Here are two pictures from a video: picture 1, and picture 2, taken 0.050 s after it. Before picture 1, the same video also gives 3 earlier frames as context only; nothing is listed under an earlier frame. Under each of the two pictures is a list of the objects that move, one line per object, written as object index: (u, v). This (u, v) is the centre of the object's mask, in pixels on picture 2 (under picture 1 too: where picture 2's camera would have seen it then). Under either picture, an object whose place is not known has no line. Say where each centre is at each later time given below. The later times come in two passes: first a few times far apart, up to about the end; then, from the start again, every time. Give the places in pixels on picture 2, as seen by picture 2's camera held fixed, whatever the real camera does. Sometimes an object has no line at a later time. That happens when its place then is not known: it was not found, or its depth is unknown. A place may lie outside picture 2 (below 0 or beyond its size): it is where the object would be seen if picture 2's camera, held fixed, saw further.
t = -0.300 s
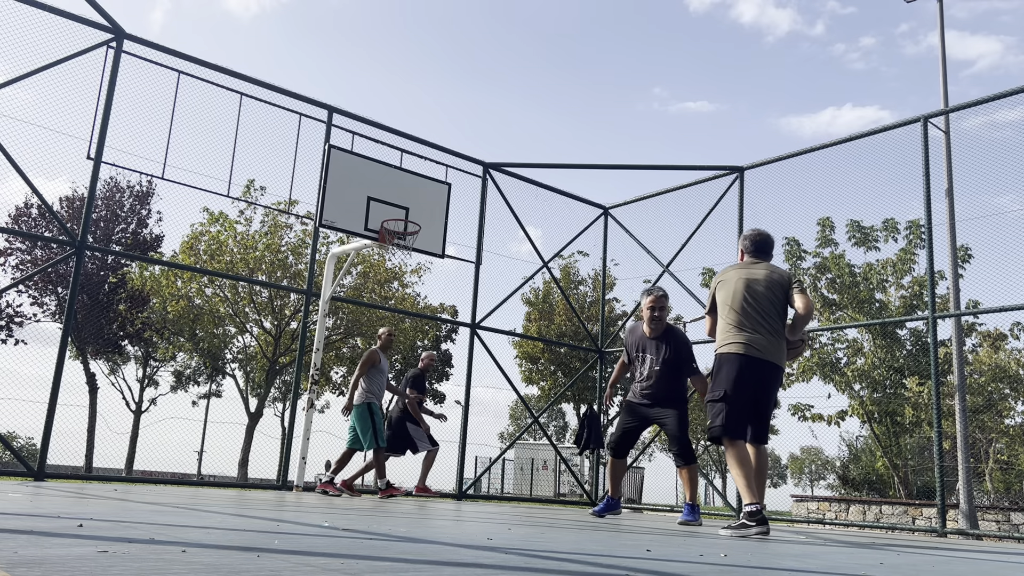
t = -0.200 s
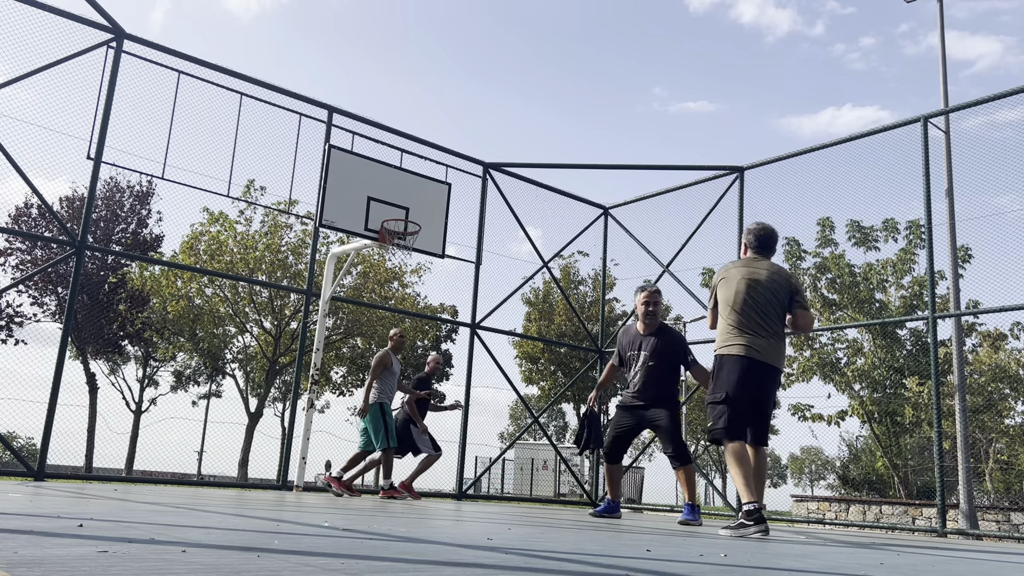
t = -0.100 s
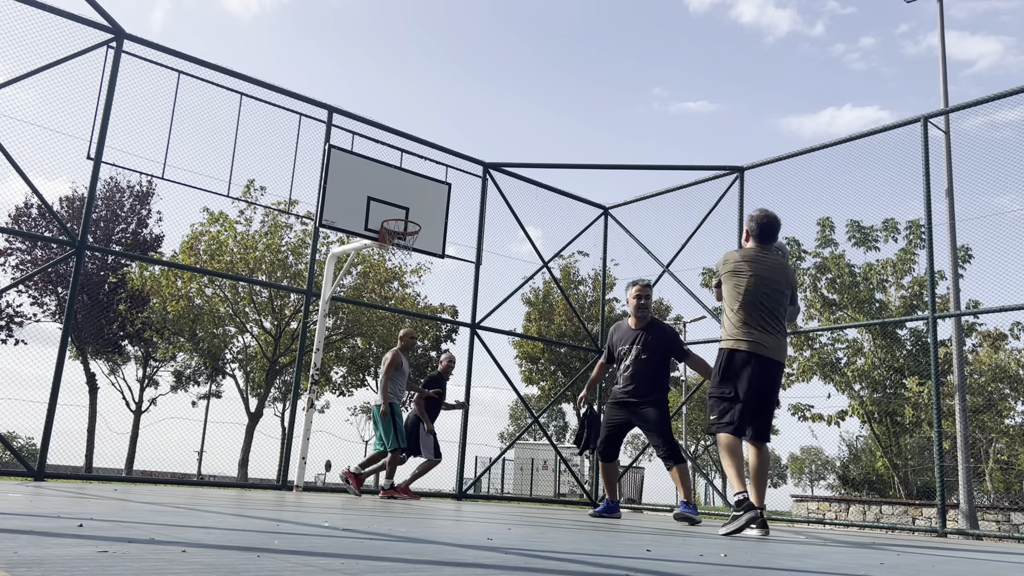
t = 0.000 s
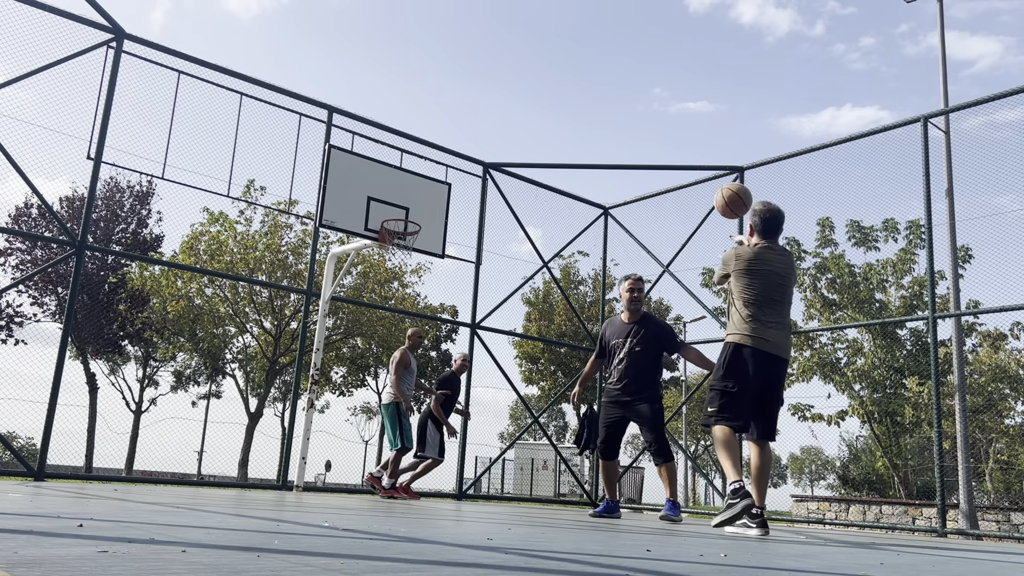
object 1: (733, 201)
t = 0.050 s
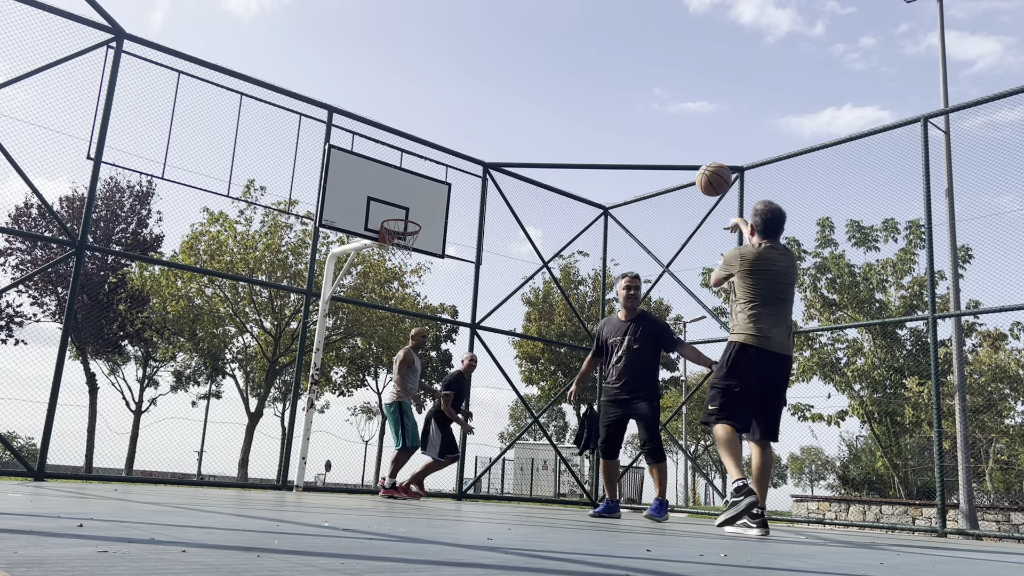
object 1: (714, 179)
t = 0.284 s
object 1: (646, 135)
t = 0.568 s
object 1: (591, 159)
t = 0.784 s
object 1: (558, 214)
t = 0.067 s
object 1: (708, 173)
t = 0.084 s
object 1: (702, 167)
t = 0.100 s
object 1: (696, 163)
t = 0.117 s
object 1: (691, 158)
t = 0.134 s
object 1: (686, 154)
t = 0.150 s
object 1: (681, 151)
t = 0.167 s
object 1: (676, 147)
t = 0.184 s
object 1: (672, 145)
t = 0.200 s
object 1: (667, 142)
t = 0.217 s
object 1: (663, 140)
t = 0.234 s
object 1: (658, 138)
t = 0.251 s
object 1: (654, 137)
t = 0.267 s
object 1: (650, 136)
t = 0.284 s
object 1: (646, 135)
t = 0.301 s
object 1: (642, 134)
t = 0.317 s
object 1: (638, 134)
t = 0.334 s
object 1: (634, 135)
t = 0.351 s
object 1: (631, 135)
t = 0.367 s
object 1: (627, 136)
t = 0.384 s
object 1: (624, 136)
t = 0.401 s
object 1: (621, 137)
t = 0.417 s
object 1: (617, 138)
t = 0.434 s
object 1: (614, 140)
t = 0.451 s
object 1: (611, 142)
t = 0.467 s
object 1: (608, 143)
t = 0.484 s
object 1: (605, 146)
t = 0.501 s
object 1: (602, 148)
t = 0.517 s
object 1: (599, 150)
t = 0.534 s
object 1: (596, 153)
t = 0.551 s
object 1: (593, 156)
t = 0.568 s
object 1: (591, 159)
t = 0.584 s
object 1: (588, 163)
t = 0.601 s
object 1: (585, 166)
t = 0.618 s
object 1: (582, 169)
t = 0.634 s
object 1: (580, 173)
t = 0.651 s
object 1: (577, 177)
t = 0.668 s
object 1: (575, 181)
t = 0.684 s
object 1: (572, 185)
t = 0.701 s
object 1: (570, 190)
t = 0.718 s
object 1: (567, 194)
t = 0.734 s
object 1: (565, 199)
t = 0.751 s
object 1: (563, 203)
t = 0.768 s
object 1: (561, 208)
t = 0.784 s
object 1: (558, 214)
